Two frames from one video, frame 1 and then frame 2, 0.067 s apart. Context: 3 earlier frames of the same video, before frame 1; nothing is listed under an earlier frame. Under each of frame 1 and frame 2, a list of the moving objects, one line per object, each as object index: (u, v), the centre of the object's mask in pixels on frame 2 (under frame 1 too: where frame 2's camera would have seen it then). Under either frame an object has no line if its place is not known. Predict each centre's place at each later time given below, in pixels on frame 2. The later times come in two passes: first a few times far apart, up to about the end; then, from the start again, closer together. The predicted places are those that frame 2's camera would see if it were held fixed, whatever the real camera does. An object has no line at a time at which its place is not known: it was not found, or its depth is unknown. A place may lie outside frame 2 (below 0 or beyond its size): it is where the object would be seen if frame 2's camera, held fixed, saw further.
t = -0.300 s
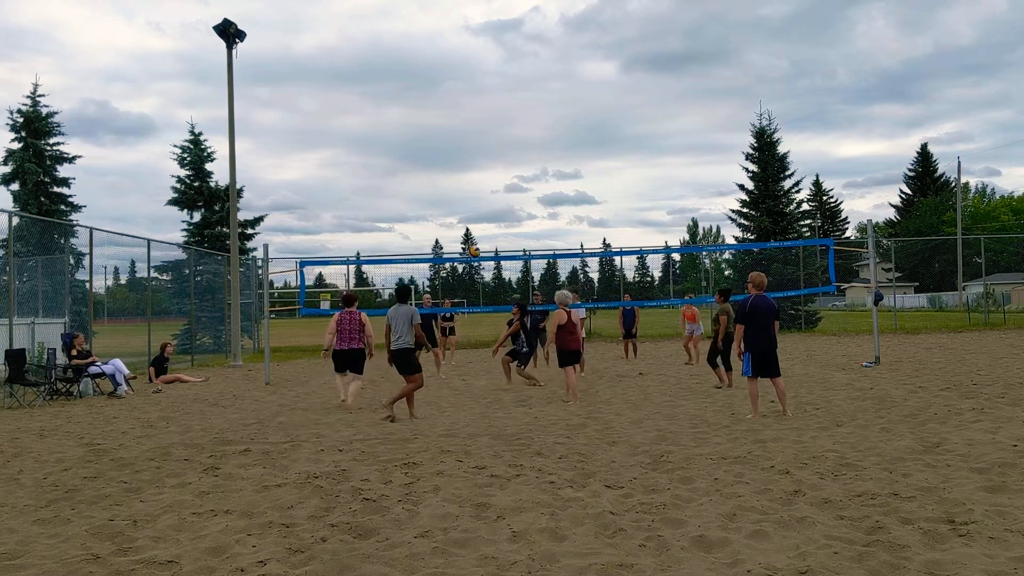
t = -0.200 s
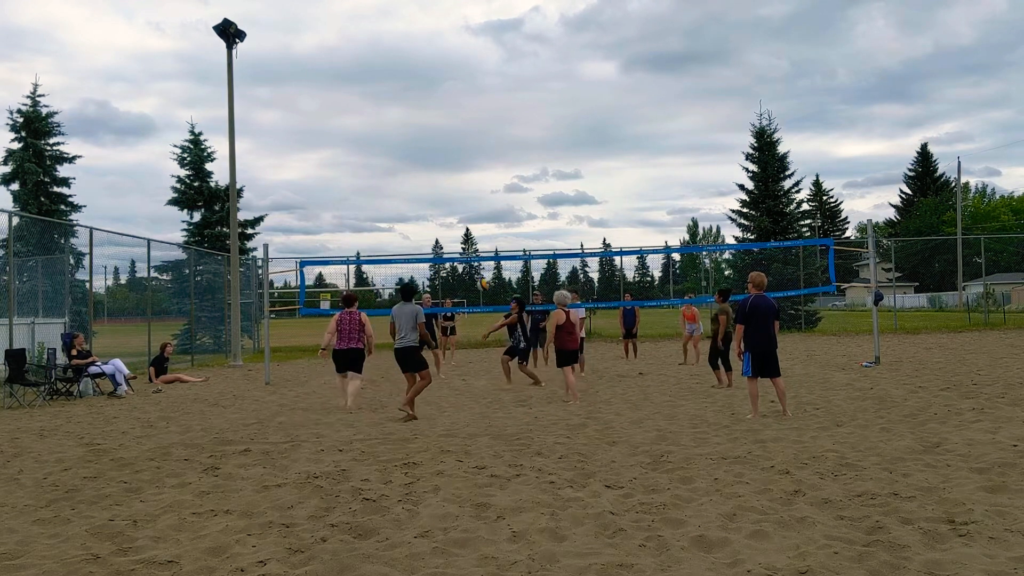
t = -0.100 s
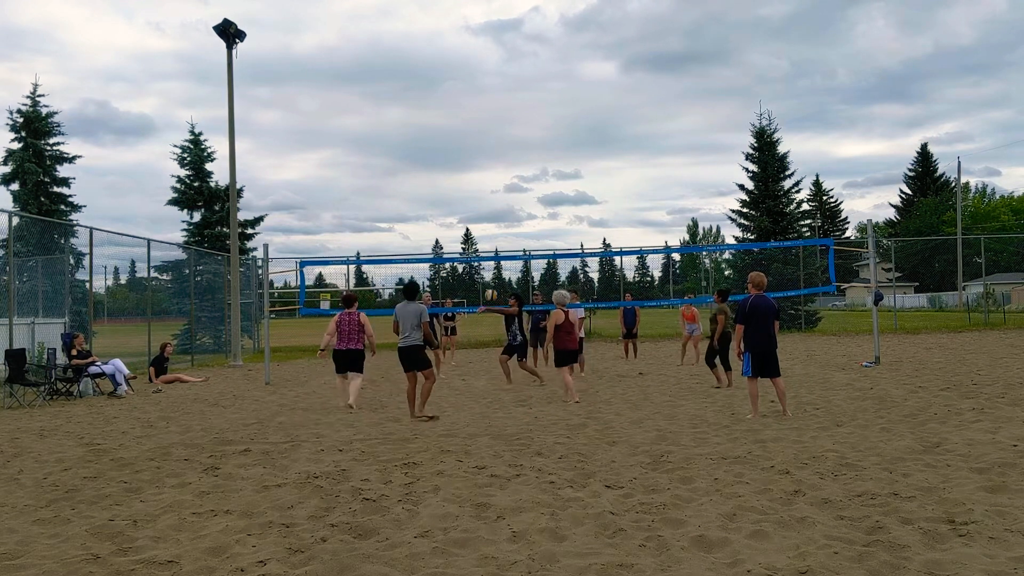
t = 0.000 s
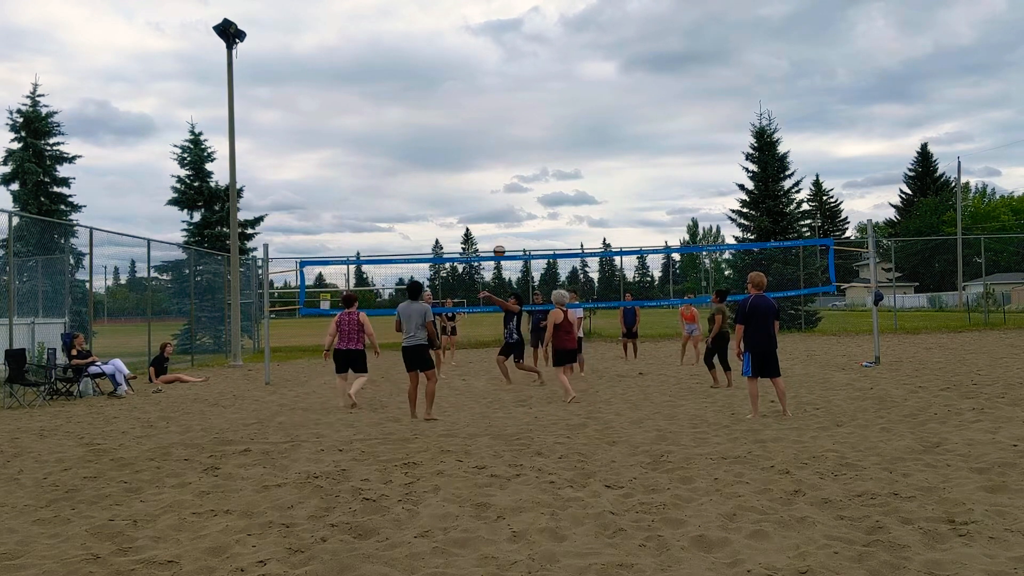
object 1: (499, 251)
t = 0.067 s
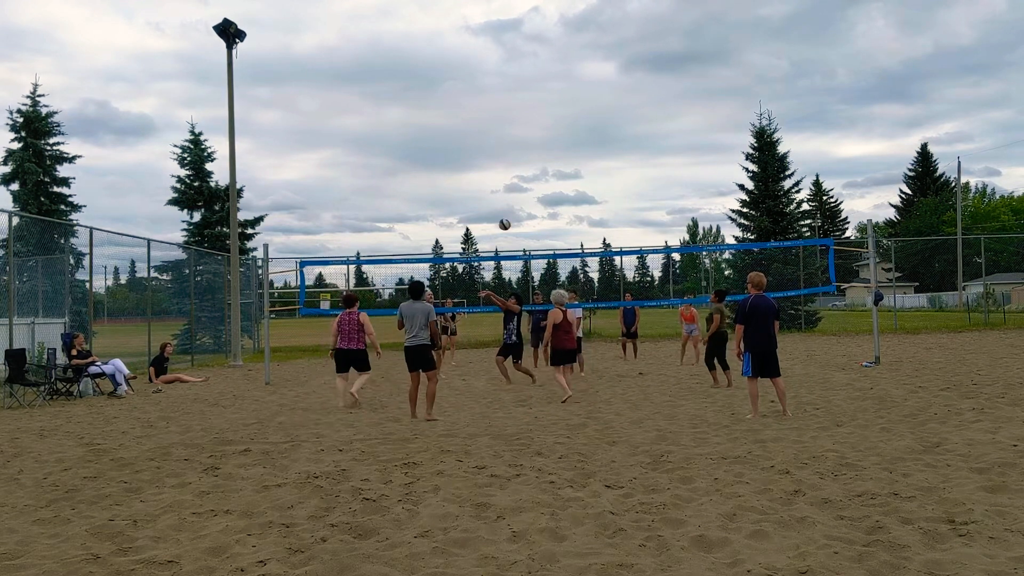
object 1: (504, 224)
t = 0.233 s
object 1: (518, 170)
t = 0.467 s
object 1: (537, 121)
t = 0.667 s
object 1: (554, 105)
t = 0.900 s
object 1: (575, 115)
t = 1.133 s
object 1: (595, 156)
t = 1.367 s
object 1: (614, 228)
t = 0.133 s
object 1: (510, 201)
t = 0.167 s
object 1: (513, 190)
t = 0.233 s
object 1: (518, 170)
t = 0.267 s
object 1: (521, 162)
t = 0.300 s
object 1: (523, 153)
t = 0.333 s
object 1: (526, 146)
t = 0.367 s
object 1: (529, 138)
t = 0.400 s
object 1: (532, 132)
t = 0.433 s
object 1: (534, 126)
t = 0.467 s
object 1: (537, 121)
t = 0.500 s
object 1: (540, 117)
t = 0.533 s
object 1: (543, 113)
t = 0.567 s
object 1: (546, 110)
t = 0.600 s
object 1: (549, 108)
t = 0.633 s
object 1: (551, 106)
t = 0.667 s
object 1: (554, 105)
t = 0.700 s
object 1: (557, 104)
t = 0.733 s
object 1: (560, 105)
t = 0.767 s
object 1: (563, 105)
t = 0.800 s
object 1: (566, 107)
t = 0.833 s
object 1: (569, 109)
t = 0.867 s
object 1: (572, 111)
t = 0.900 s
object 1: (575, 115)
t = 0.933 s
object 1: (578, 119)
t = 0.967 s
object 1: (581, 124)
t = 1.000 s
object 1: (583, 129)
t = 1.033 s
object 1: (586, 135)
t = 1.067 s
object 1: (589, 142)
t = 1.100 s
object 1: (592, 149)
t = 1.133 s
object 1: (595, 156)
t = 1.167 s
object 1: (598, 165)
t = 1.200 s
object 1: (601, 174)
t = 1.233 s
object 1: (603, 184)
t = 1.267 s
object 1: (606, 194)
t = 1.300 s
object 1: (609, 205)
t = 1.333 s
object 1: (611, 216)
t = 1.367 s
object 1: (614, 228)
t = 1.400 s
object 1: (617, 241)
